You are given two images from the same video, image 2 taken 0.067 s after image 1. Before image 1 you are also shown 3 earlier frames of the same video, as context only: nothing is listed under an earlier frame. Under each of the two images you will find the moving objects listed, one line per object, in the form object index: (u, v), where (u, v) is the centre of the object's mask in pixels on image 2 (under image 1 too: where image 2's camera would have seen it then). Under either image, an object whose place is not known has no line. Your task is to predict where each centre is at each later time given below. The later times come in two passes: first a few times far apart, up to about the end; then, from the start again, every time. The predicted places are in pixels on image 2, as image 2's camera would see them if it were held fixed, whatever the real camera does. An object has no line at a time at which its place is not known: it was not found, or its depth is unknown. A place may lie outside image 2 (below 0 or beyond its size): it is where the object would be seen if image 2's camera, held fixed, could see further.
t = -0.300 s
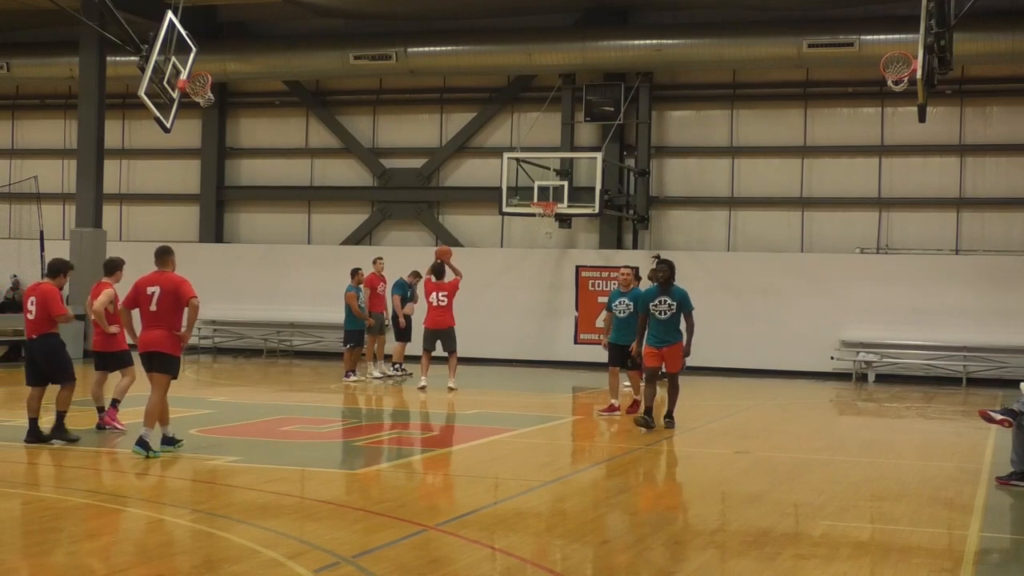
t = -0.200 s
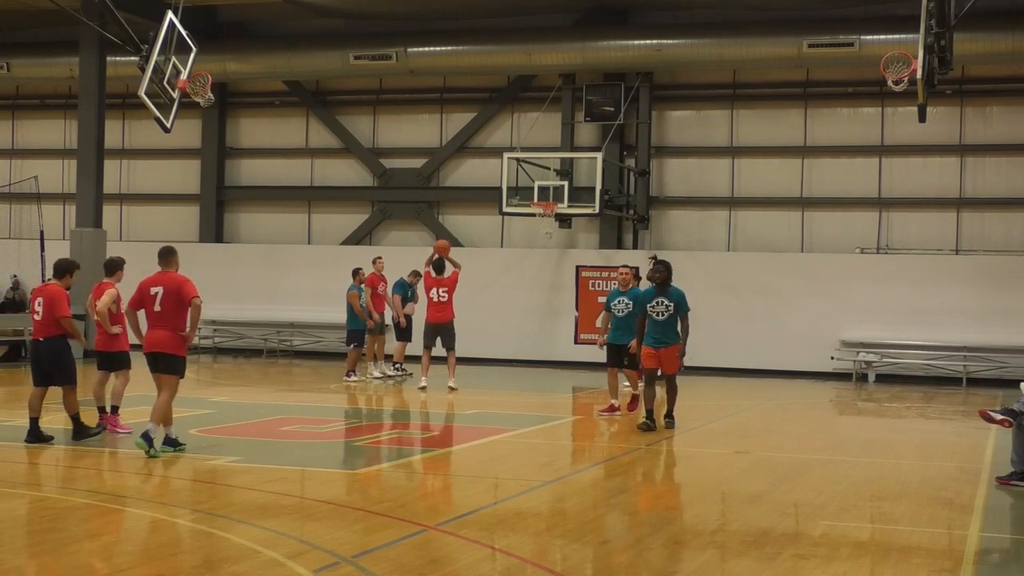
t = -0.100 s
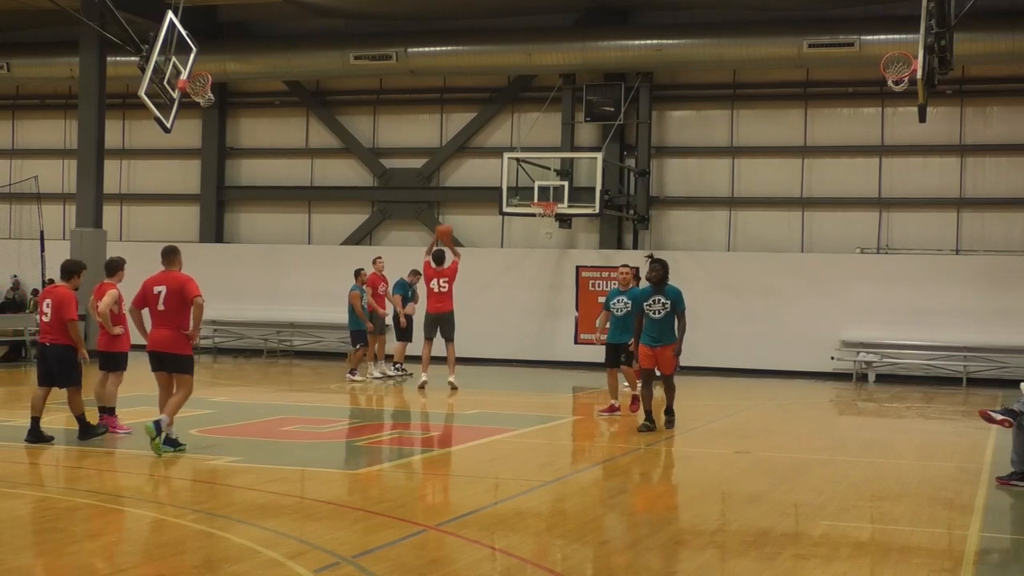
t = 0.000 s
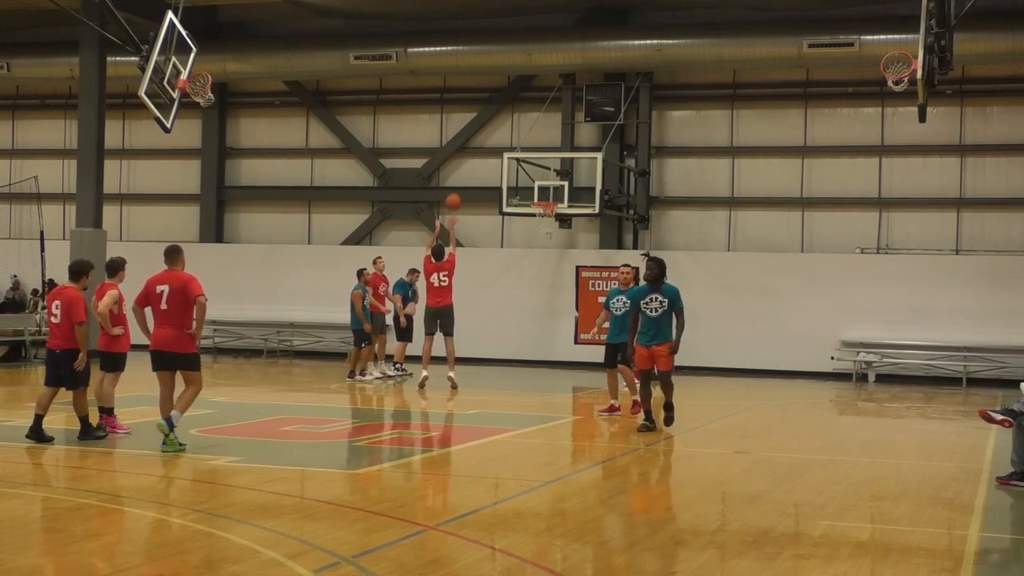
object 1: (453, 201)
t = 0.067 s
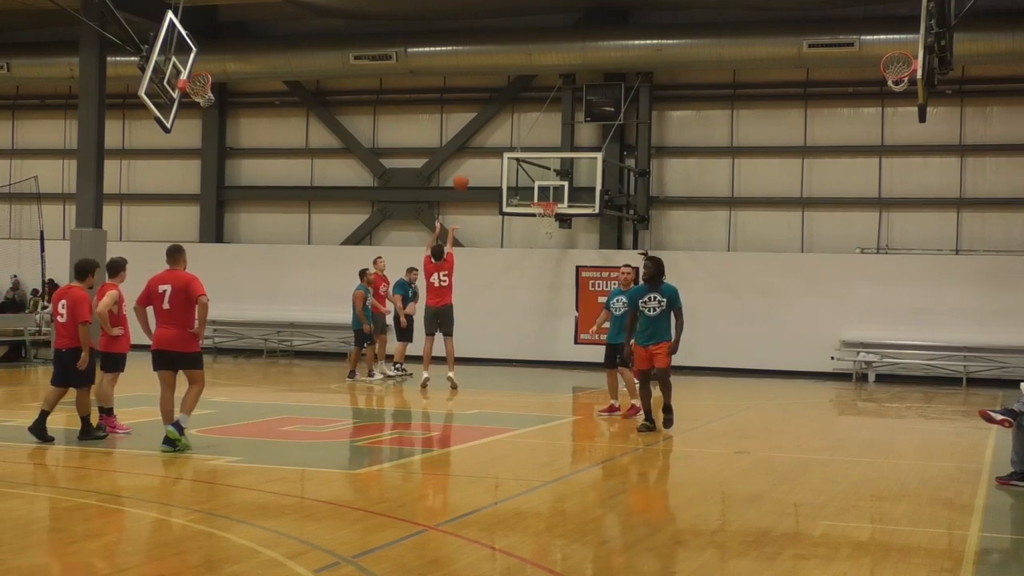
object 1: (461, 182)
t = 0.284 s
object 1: (483, 138)
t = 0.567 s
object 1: (509, 127)
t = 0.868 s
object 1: (533, 164)
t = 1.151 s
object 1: (548, 223)
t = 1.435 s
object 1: (550, 278)
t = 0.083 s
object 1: (462, 177)
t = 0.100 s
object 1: (464, 173)
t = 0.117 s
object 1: (466, 170)
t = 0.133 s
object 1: (468, 165)
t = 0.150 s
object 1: (469, 161)
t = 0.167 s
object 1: (471, 158)
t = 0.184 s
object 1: (473, 154)
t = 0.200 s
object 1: (475, 150)
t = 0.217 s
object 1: (476, 147)
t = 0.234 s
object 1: (478, 145)
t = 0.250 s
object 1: (480, 143)
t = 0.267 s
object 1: (481, 140)
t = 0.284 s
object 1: (483, 138)
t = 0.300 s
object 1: (485, 136)
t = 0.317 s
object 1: (486, 134)
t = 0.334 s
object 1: (488, 132)
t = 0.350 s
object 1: (489, 131)
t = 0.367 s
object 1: (491, 130)
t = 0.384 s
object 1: (493, 128)
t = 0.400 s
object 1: (494, 128)
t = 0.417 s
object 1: (496, 126)
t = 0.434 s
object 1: (497, 126)
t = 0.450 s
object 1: (499, 126)
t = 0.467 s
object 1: (500, 125)
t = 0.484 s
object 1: (502, 125)
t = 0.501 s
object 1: (503, 125)
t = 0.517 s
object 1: (505, 125)
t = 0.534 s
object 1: (506, 125)
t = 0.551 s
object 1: (507, 126)
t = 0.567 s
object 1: (509, 127)
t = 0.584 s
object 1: (510, 128)
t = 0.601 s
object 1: (512, 129)
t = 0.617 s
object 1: (513, 130)
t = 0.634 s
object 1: (514, 131)
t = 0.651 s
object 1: (516, 132)
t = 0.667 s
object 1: (518, 134)
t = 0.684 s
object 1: (519, 135)
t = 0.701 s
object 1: (520, 137)
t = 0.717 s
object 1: (521, 139)
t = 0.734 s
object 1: (523, 141)
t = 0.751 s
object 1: (524, 143)
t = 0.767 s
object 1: (525, 146)
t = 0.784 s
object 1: (527, 148)
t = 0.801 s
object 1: (528, 151)
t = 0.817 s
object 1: (529, 154)
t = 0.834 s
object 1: (530, 156)
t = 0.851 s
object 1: (531, 160)
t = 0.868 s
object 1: (533, 164)
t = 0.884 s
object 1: (534, 166)
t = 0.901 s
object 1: (535, 170)
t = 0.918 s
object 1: (536, 174)
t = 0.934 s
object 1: (537, 178)
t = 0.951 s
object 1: (539, 182)
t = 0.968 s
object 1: (540, 186)
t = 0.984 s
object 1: (541, 190)
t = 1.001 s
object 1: (543, 195)
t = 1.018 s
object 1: (543, 197)
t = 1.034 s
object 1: (543, 202)
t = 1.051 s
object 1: (544, 207)
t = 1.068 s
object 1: (546, 215)
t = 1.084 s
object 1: (546, 216)
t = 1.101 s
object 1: (546, 218)
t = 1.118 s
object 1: (547, 220)
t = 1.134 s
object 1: (548, 222)
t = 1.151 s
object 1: (548, 223)
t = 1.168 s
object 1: (548, 225)
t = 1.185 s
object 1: (549, 228)
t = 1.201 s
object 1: (549, 230)
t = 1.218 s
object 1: (549, 233)
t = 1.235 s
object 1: (549, 235)
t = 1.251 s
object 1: (549, 238)
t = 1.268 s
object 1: (549, 241)
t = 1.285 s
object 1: (549, 244)
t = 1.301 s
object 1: (549, 247)
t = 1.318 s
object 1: (549, 251)
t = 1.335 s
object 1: (550, 254)
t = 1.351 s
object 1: (550, 258)
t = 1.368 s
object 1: (550, 262)
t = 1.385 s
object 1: (550, 266)
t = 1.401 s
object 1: (550, 270)
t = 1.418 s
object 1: (550, 274)
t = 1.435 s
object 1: (550, 278)
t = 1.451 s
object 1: (550, 283)
